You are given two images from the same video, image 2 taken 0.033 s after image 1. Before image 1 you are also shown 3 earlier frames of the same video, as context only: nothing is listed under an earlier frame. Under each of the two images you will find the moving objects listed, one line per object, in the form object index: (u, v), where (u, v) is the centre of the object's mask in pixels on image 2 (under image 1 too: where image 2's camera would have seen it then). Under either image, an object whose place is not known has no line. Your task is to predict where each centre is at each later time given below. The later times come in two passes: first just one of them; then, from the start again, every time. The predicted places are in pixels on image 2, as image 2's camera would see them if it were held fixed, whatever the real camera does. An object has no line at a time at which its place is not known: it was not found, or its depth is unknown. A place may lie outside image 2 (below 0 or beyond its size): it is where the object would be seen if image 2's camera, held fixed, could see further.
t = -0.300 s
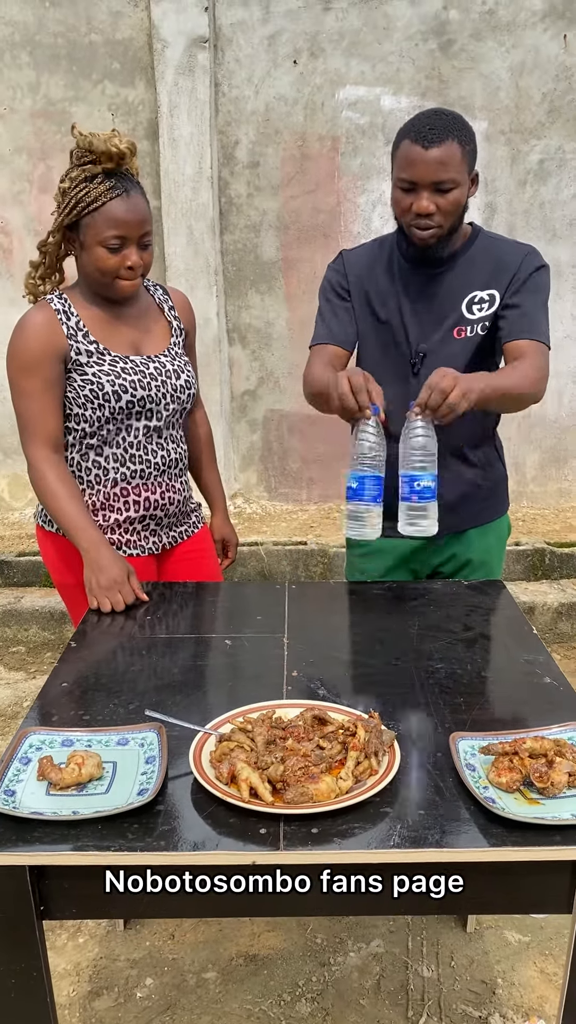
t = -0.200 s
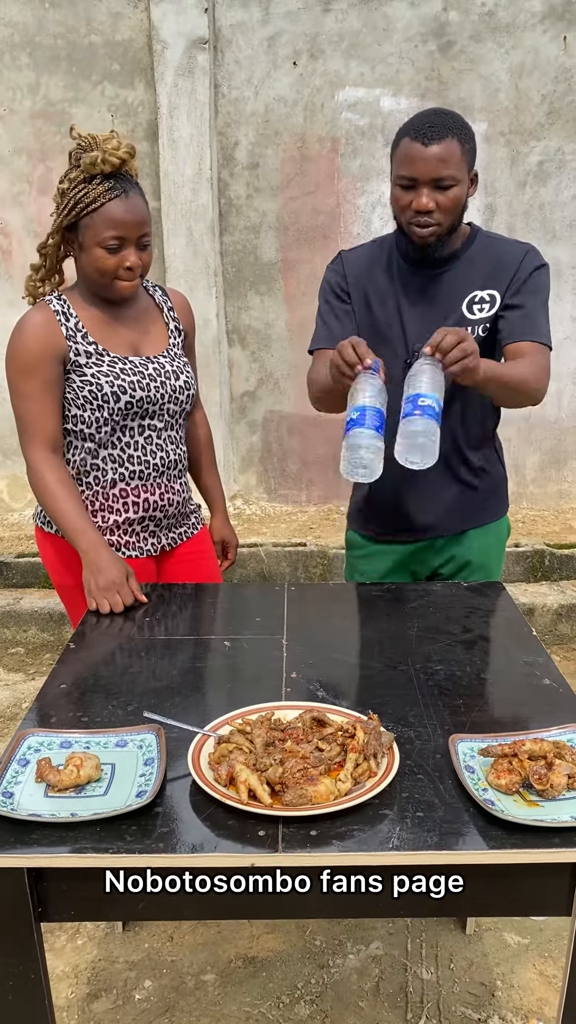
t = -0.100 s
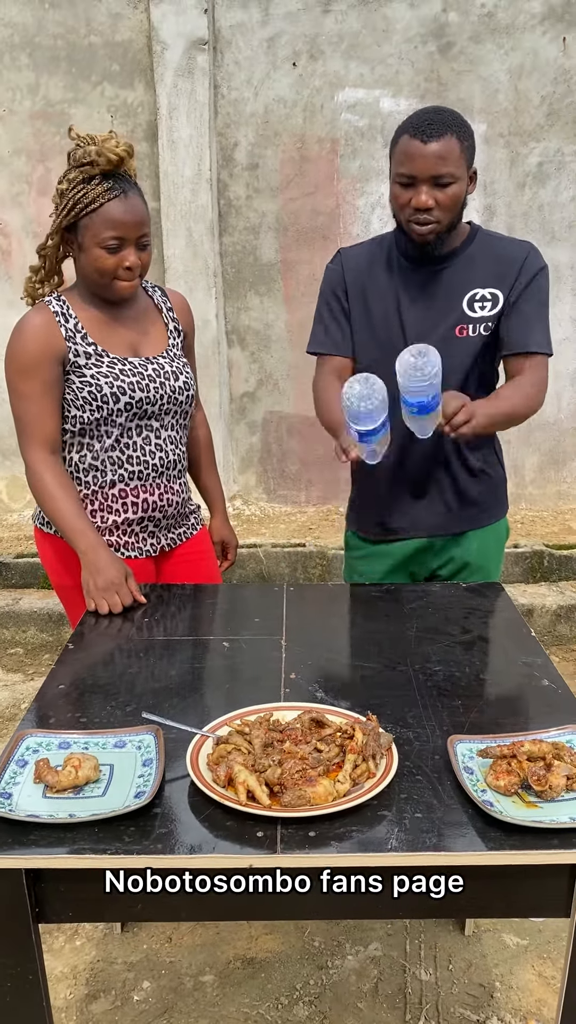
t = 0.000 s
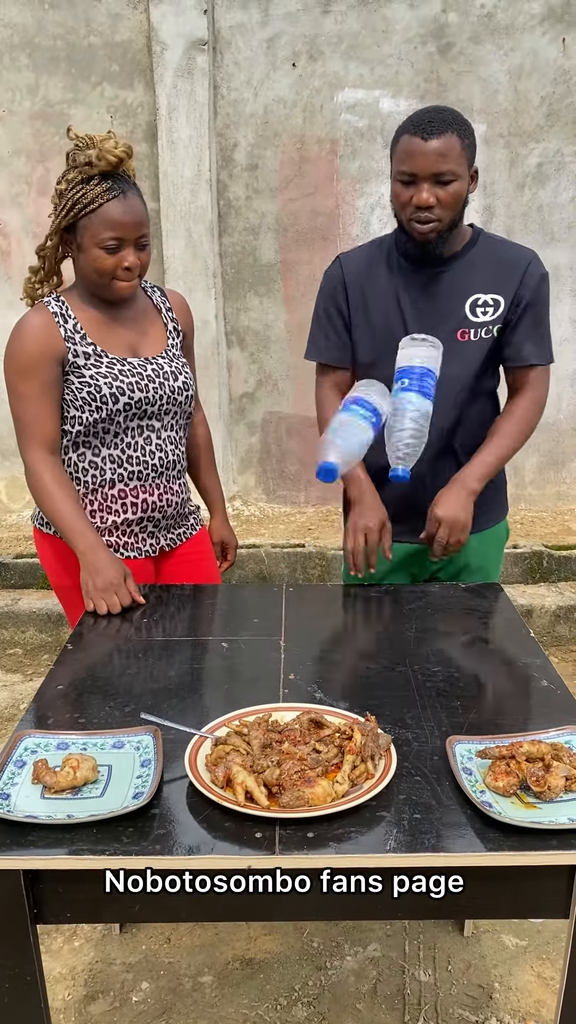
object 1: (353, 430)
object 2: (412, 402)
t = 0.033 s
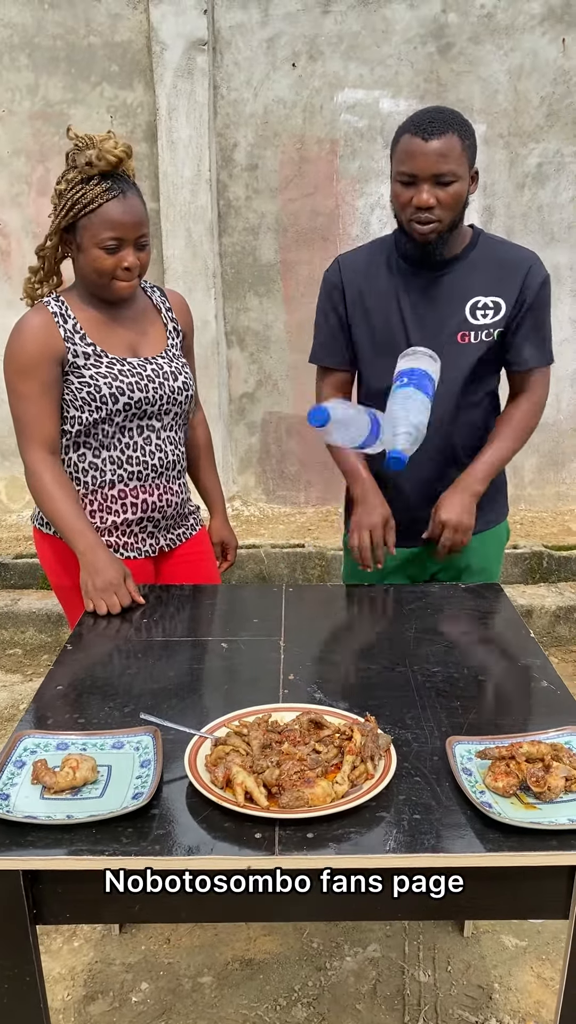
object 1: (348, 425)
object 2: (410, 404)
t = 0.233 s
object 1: (340, 612)
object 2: (387, 581)
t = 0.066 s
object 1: (350, 435)
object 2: (408, 412)
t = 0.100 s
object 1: (350, 460)
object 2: (405, 431)
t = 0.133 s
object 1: (348, 497)
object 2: (402, 461)
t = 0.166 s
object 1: (345, 541)
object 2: (398, 496)
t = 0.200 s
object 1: (341, 589)
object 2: (393, 536)
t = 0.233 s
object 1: (340, 612)
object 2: (387, 581)
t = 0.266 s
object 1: (337, 611)
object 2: (384, 621)
